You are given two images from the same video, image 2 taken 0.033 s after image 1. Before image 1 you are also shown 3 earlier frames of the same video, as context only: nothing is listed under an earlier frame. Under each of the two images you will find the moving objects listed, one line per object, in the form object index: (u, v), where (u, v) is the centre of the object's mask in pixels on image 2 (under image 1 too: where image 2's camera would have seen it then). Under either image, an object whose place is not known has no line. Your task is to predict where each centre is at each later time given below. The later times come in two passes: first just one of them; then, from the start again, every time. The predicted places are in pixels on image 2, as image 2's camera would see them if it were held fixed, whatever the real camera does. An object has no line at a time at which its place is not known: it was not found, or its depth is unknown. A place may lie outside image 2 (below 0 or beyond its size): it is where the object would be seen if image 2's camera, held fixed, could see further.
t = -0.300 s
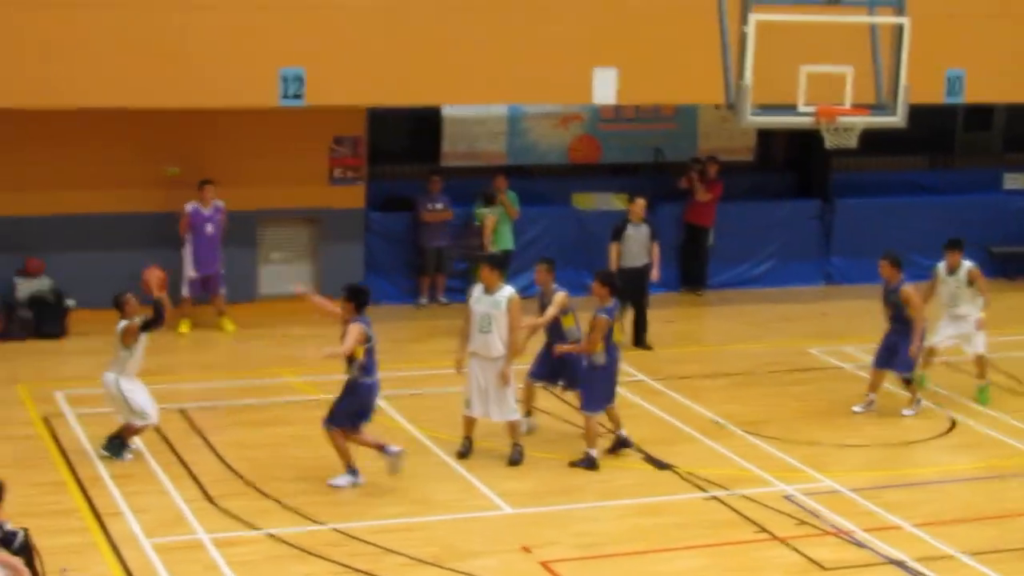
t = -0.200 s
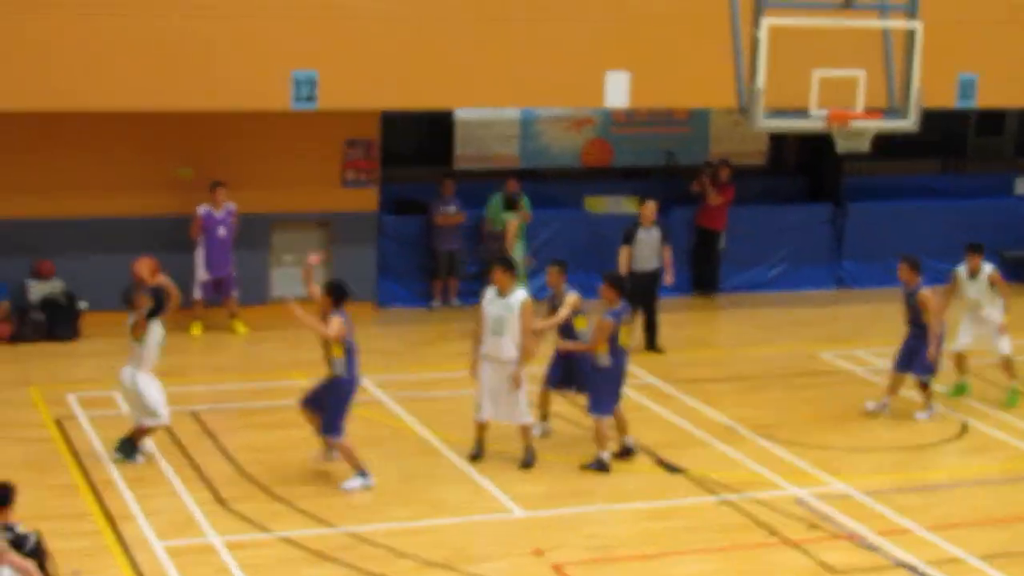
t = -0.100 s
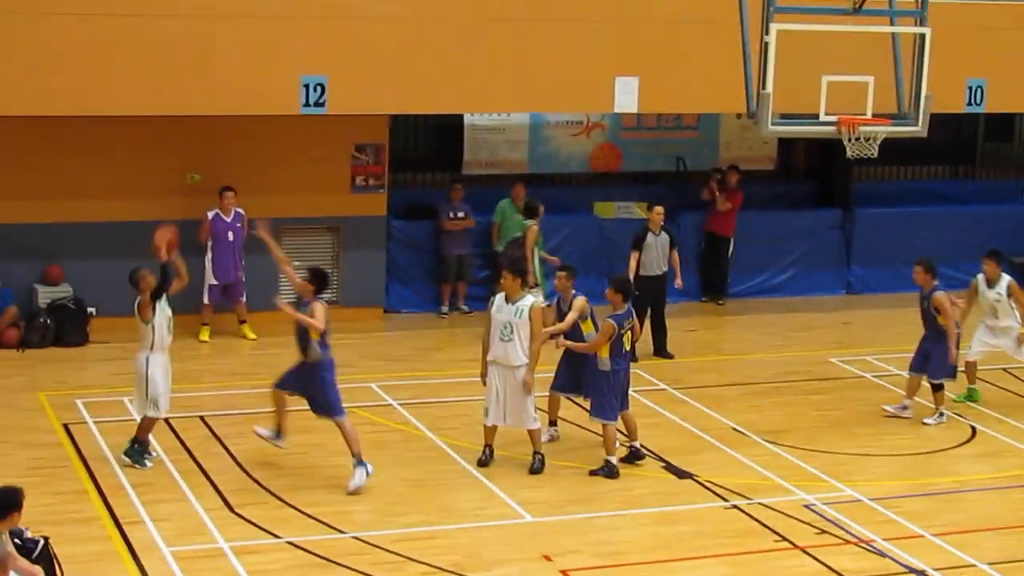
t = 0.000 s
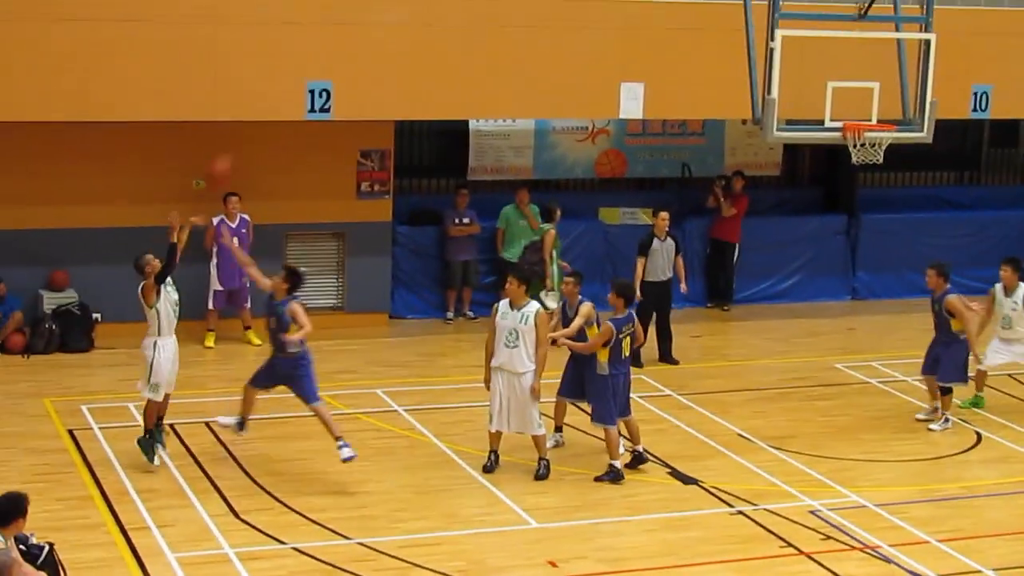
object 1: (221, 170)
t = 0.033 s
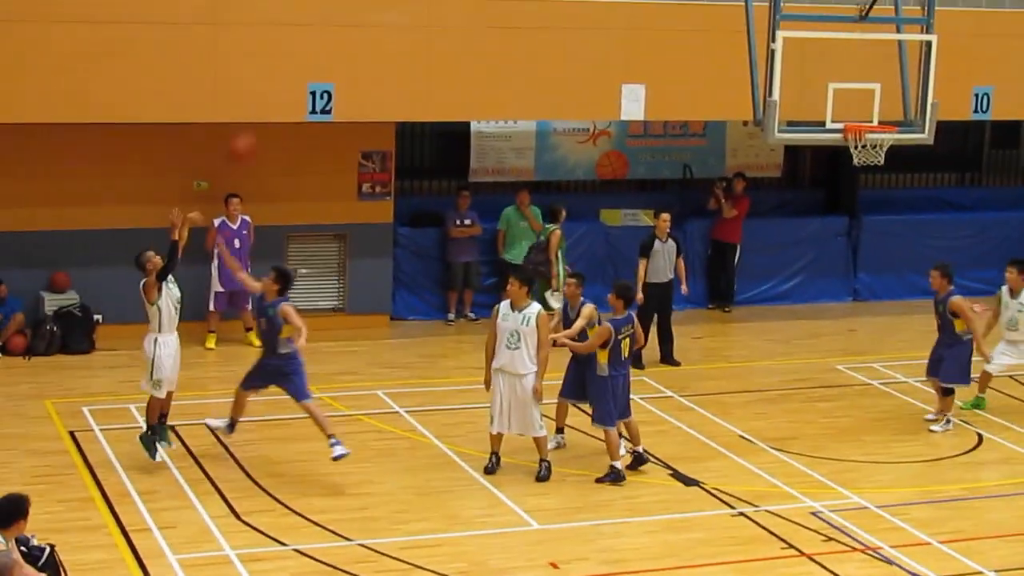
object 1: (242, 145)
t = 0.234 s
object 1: (360, 35)
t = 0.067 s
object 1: (259, 127)
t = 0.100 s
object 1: (282, 105)
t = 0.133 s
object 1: (301, 87)
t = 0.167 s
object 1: (321, 68)
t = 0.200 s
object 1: (341, 51)
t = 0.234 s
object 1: (360, 35)
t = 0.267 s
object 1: (380, 21)
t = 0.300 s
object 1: (400, 7)
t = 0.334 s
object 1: (418, -4)
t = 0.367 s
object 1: (437, -14)
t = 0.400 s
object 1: (456, -22)
